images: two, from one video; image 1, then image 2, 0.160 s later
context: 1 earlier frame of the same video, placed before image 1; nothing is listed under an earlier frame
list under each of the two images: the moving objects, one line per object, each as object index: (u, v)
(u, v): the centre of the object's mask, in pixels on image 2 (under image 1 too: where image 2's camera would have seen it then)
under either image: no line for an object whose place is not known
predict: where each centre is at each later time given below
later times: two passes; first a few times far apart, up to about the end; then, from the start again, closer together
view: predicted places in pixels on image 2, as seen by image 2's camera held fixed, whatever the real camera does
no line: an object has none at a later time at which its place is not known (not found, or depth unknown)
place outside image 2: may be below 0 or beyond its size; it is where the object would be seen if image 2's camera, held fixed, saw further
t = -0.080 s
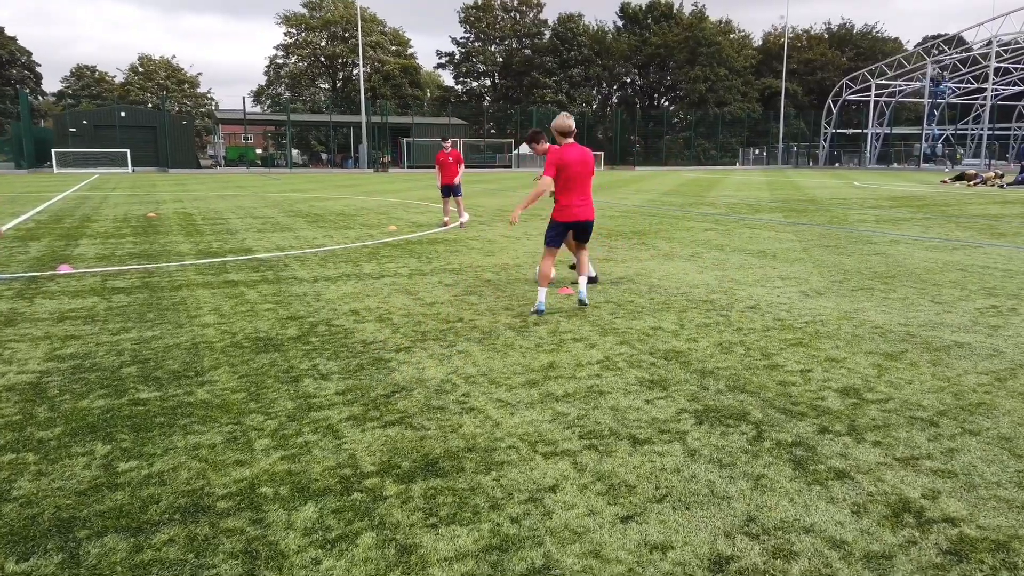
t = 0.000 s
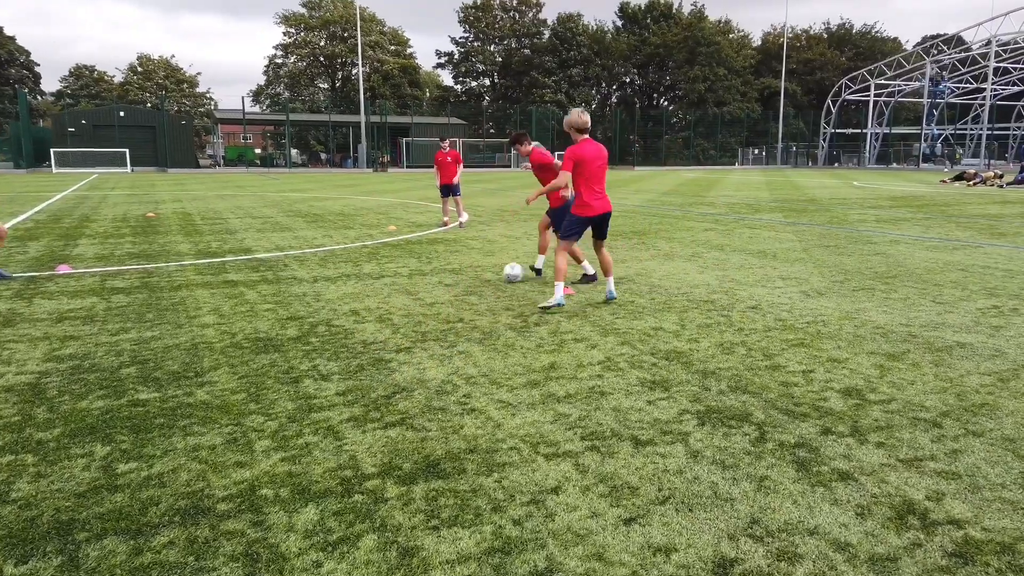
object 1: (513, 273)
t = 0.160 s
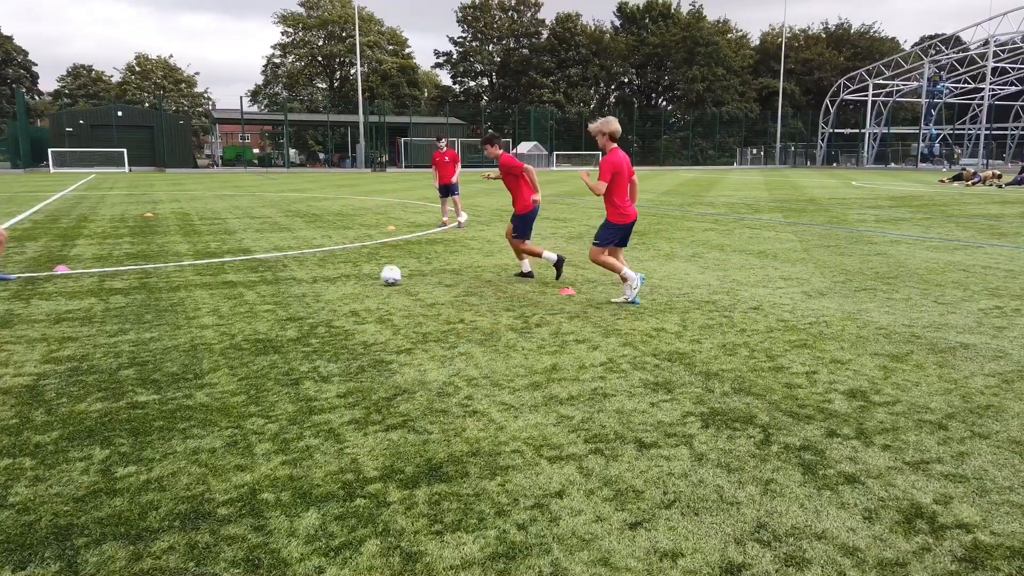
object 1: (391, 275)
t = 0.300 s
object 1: (292, 277)
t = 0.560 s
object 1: (133, 280)
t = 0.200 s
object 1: (362, 275)
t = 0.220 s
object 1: (348, 275)
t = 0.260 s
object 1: (319, 277)
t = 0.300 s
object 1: (292, 277)
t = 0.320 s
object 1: (279, 277)
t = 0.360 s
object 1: (252, 278)
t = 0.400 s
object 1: (227, 278)
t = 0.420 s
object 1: (214, 278)
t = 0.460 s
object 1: (190, 279)
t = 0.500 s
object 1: (166, 280)
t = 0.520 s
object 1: (155, 279)
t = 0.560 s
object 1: (133, 280)
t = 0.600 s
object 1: (111, 280)
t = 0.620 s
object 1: (100, 280)
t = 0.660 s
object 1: (80, 281)
